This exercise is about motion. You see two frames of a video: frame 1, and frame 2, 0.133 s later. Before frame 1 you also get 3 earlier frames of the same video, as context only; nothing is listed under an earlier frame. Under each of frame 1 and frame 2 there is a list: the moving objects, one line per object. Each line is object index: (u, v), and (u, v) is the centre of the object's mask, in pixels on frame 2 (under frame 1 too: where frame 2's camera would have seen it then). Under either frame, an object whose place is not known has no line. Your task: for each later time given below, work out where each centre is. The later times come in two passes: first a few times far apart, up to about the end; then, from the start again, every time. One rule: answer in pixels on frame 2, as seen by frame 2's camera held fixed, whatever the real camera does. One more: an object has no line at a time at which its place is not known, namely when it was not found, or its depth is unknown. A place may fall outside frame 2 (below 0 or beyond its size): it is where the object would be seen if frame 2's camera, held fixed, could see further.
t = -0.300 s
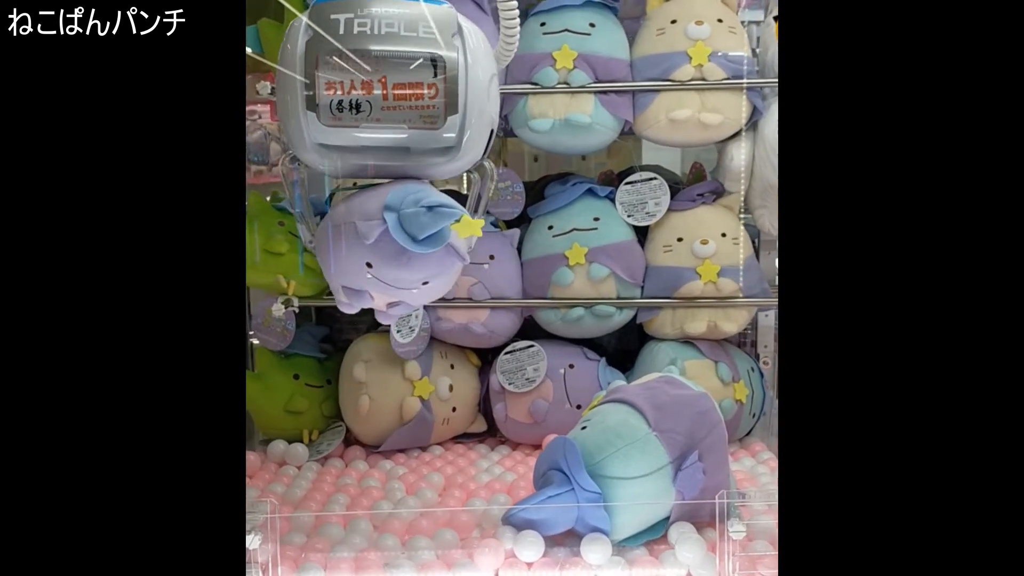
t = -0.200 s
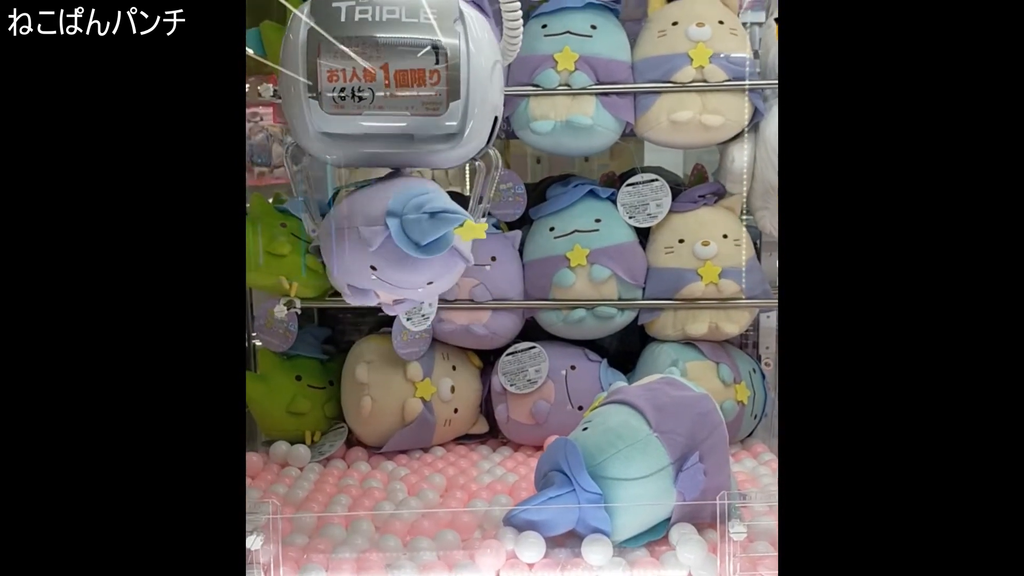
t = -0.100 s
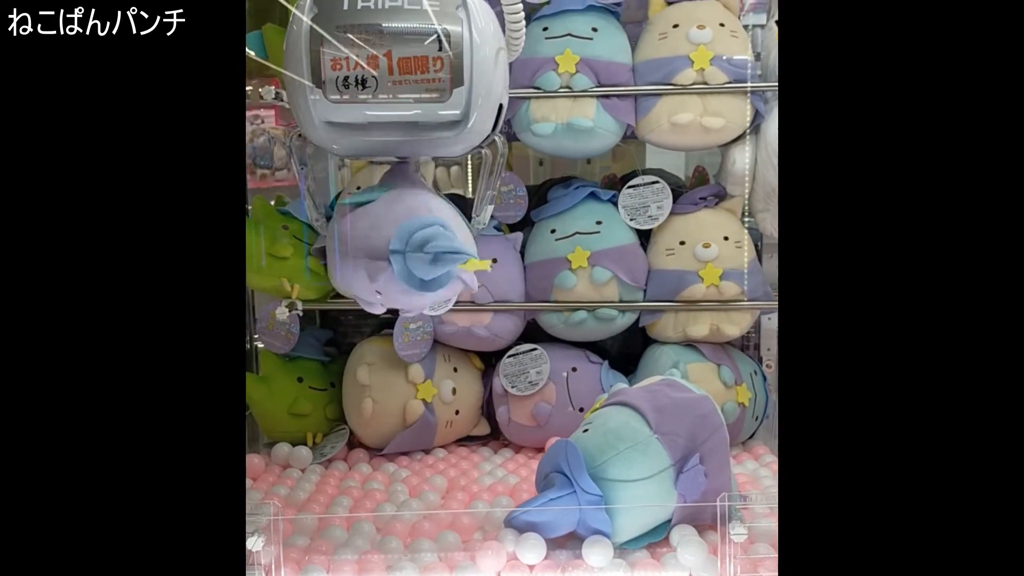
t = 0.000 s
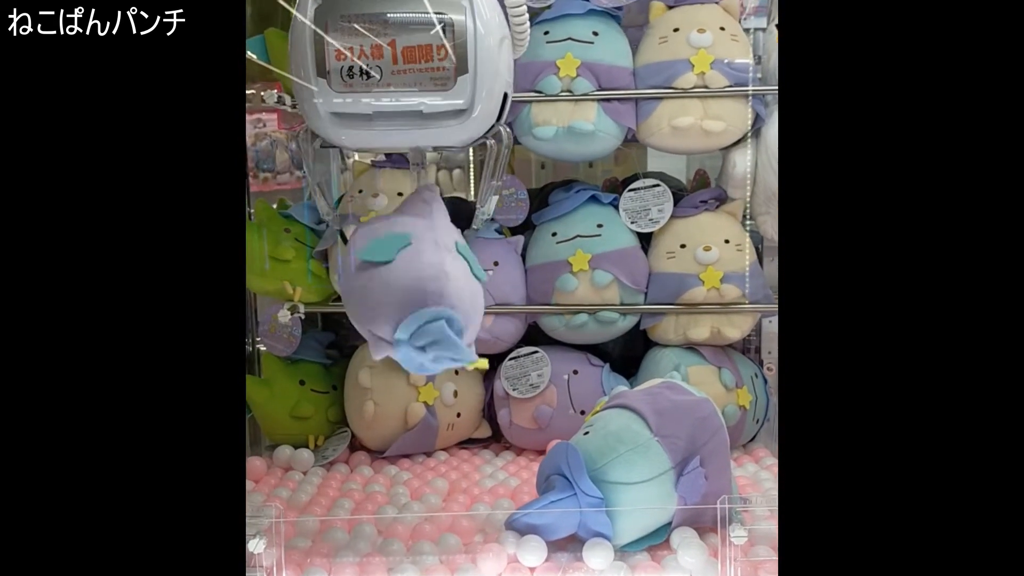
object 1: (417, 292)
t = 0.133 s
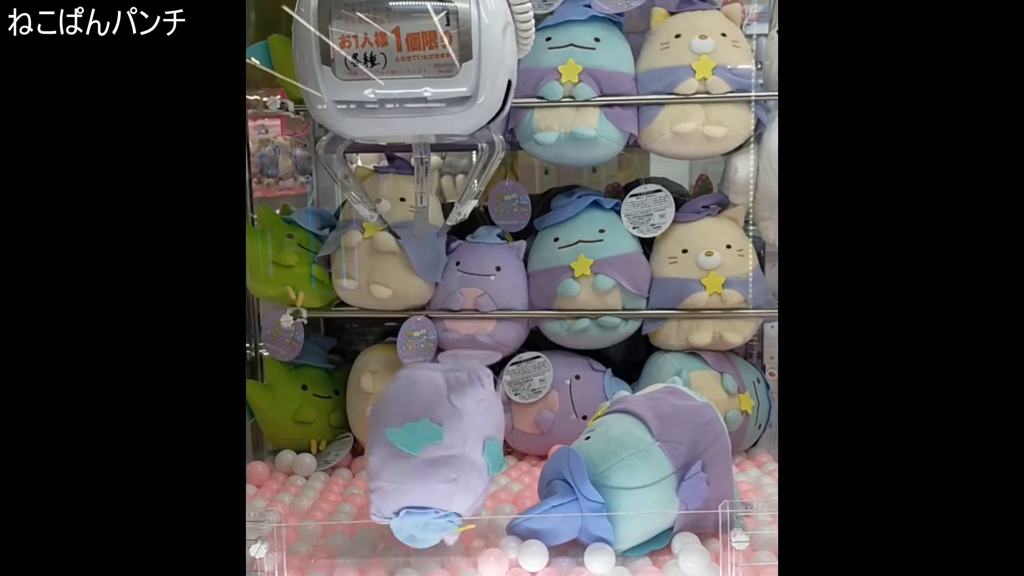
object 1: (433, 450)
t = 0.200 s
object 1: (452, 452)
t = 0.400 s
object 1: (466, 413)
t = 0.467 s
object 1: (467, 417)
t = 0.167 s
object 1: (443, 452)
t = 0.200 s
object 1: (452, 452)
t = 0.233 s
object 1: (466, 450)
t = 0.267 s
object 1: (471, 456)
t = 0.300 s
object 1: (466, 436)
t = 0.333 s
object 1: (464, 421)
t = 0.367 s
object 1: (465, 413)
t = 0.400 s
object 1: (466, 413)
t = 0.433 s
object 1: (468, 417)
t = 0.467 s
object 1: (467, 417)
